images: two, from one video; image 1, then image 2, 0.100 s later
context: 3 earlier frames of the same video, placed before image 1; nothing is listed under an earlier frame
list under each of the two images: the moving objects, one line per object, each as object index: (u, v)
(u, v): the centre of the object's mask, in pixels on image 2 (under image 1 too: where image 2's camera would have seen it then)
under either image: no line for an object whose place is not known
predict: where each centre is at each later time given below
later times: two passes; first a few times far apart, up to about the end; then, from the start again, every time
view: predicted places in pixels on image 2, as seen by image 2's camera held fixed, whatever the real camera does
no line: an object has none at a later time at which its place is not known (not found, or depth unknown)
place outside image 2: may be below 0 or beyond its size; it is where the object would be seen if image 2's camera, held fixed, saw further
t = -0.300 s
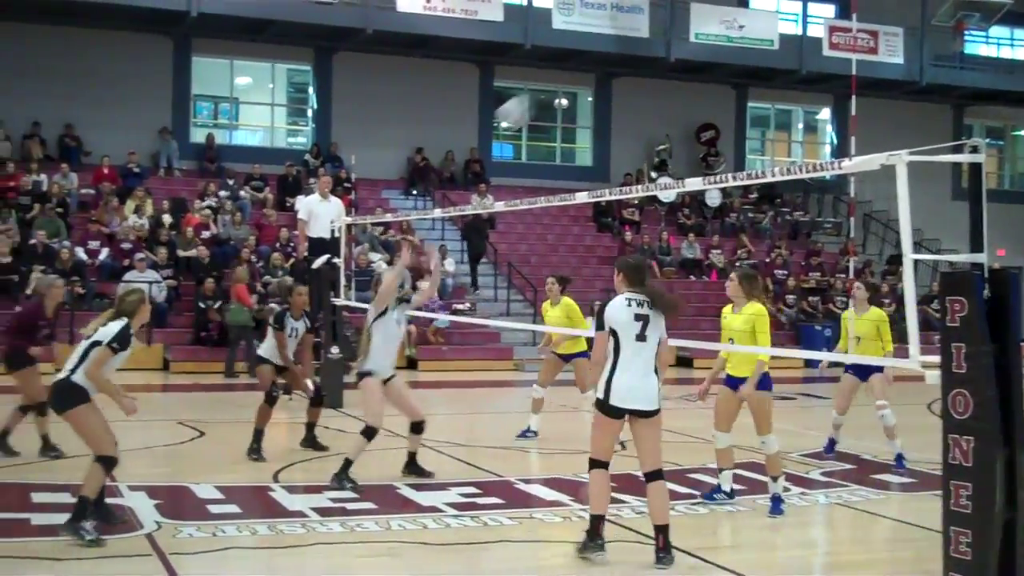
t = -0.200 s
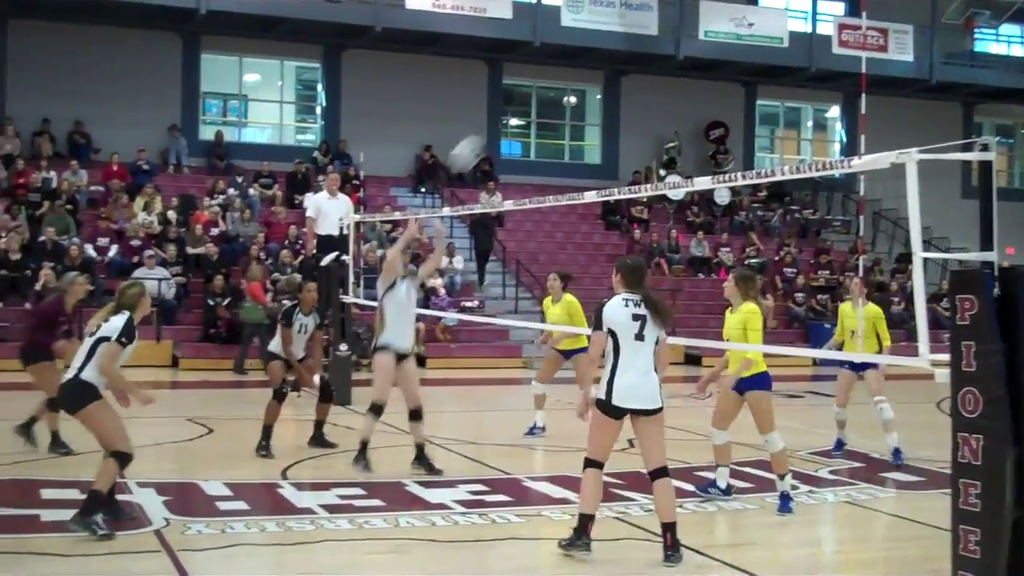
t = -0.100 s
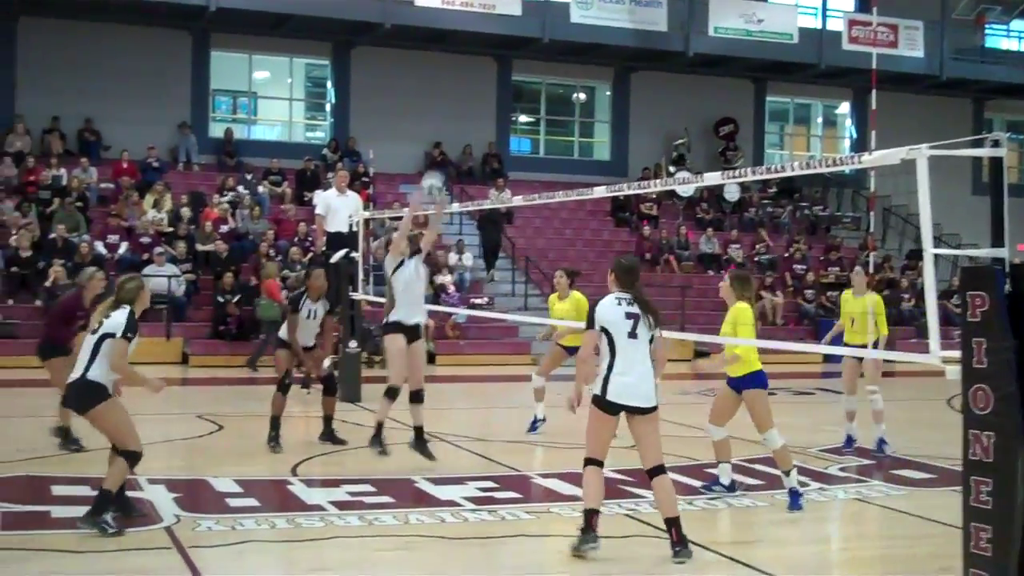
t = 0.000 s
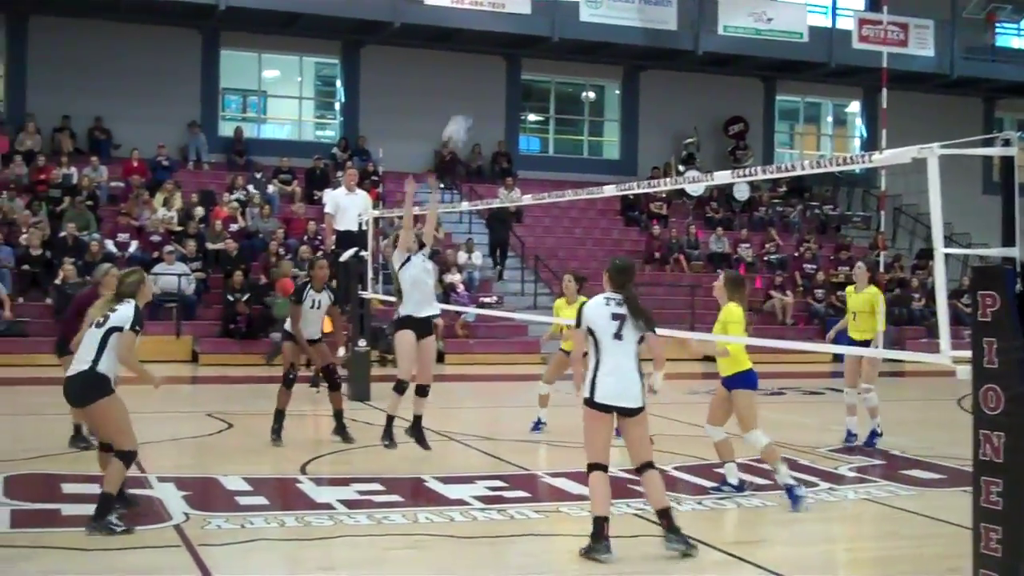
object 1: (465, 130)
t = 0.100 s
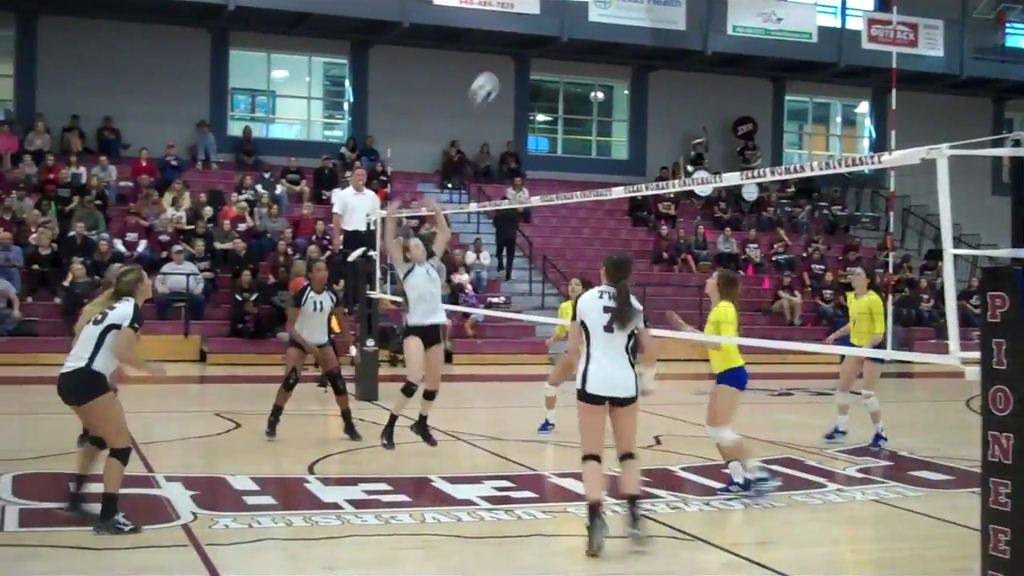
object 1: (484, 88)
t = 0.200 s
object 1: (502, 57)
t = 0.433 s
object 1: (544, 30)
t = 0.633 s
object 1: (578, 58)
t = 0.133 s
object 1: (490, 77)
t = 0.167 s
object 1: (496, 66)
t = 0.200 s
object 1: (502, 57)
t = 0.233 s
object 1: (508, 49)
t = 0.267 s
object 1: (514, 42)
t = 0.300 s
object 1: (520, 37)
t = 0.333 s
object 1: (526, 33)
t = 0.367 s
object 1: (532, 31)
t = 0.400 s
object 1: (538, 30)
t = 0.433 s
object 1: (544, 30)
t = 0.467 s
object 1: (550, 31)
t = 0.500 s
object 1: (555, 33)
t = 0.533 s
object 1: (561, 37)
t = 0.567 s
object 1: (567, 43)
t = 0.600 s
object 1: (573, 51)
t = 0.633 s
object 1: (578, 58)
